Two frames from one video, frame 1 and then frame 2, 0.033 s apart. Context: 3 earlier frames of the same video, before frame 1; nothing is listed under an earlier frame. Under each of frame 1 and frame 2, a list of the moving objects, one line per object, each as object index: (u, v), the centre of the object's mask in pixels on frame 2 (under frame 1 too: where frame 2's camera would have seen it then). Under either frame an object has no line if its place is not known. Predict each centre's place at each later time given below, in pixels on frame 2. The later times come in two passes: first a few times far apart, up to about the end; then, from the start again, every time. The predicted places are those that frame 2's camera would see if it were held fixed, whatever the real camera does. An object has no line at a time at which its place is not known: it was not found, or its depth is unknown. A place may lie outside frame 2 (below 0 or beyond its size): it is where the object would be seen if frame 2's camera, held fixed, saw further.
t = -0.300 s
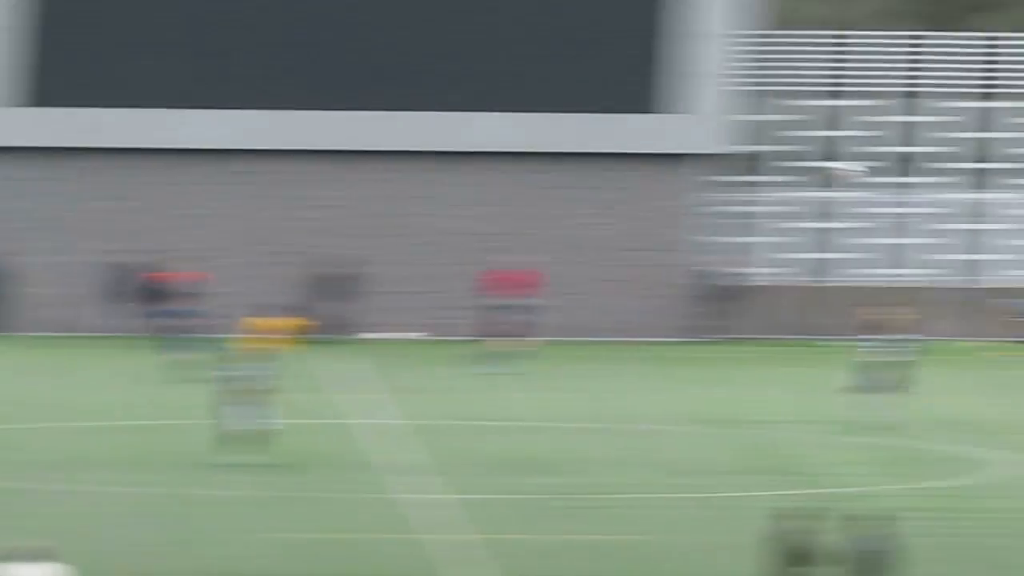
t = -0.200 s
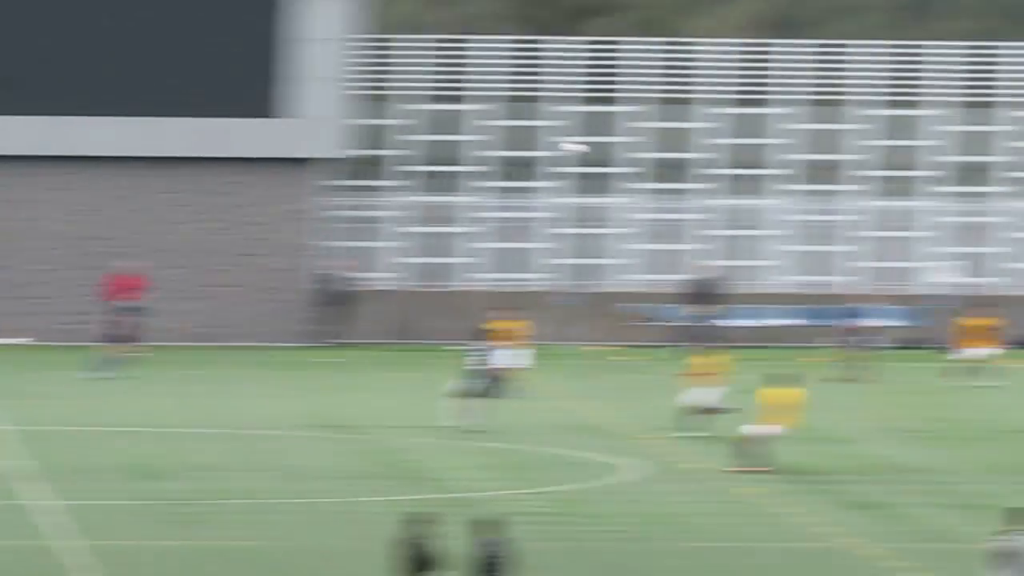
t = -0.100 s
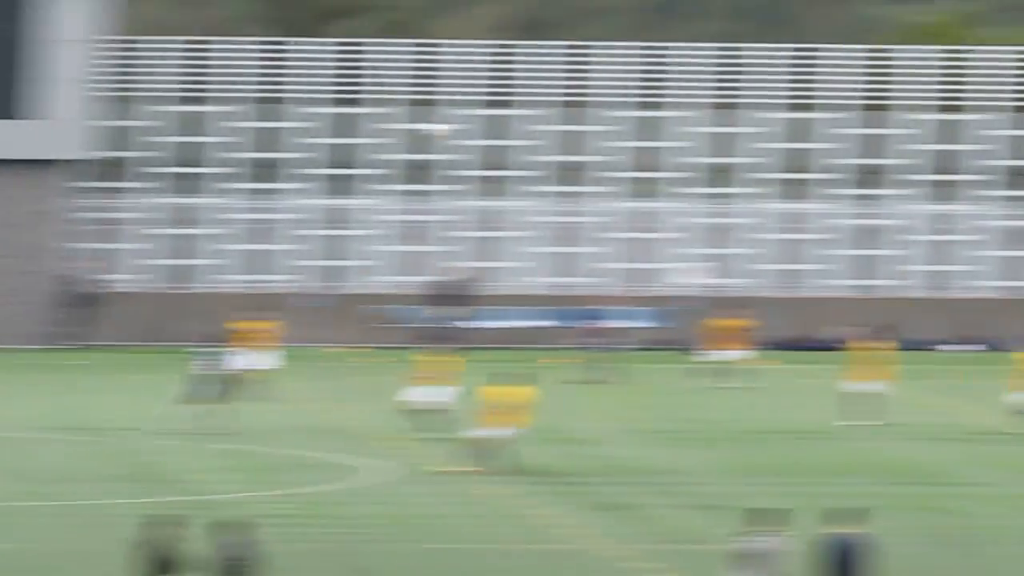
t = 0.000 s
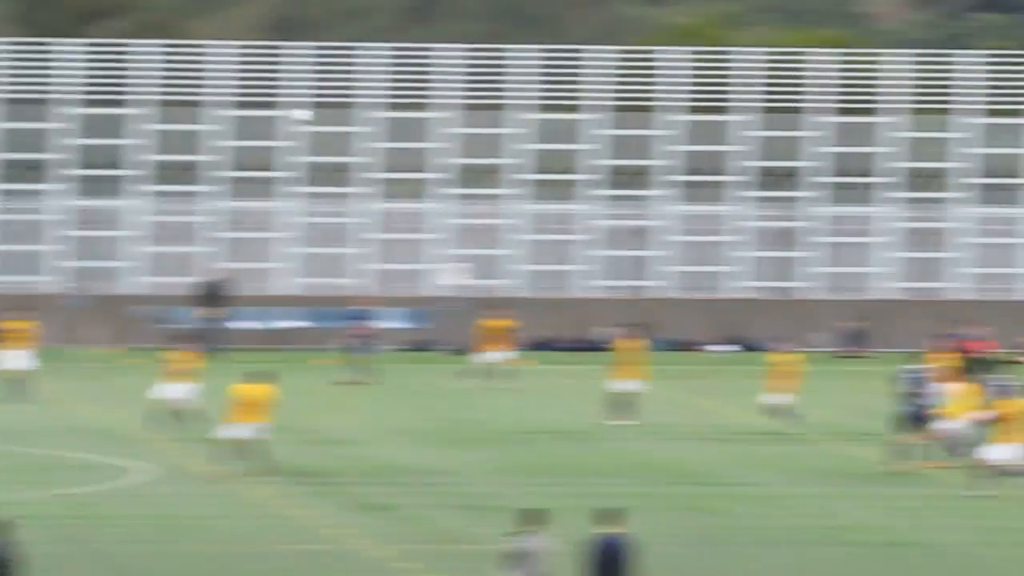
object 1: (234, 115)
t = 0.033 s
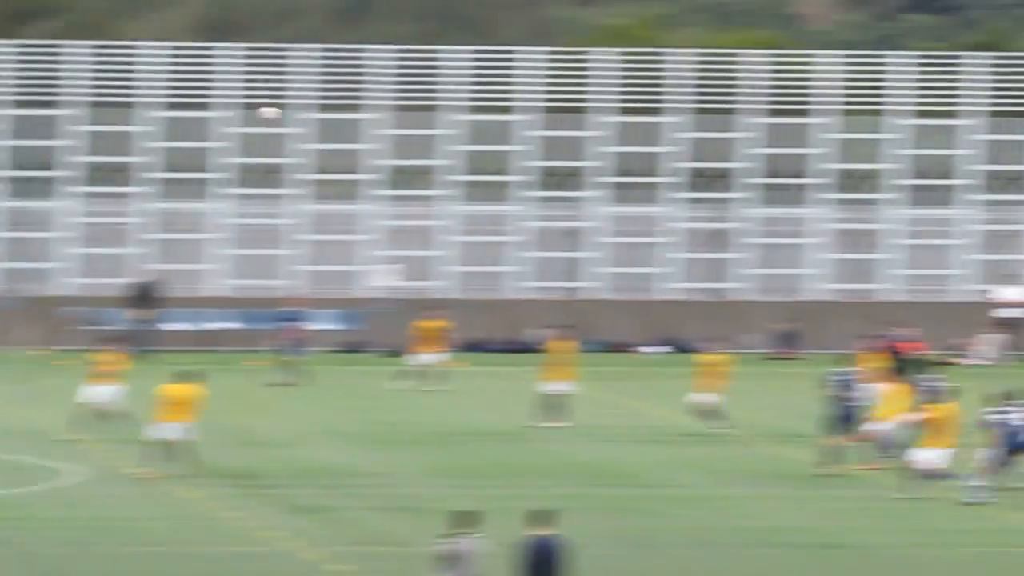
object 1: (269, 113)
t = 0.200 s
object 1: (438, 107)
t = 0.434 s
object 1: (663, 117)
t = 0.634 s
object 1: (852, 146)
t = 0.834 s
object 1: (1038, 202)
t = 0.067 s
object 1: (302, 110)
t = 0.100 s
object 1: (336, 109)
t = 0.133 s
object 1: (371, 108)
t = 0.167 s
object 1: (404, 107)
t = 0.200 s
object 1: (438, 107)
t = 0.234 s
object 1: (472, 106)
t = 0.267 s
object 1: (506, 107)
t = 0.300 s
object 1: (540, 107)
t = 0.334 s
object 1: (573, 109)
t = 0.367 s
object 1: (605, 111)
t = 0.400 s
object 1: (633, 114)
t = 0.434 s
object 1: (663, 117)
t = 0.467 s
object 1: (695, 120)
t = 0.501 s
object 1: (727, 125)
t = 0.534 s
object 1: (759, 128)
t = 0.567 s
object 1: (790, 134)
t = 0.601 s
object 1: (822, 139)
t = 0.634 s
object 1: (852, 146)
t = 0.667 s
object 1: (882, 154)
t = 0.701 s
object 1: (916, 162)
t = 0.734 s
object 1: (946, 171)
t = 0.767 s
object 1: (980, 181)
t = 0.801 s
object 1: (1008, 190)
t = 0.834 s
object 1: (1038, 202)
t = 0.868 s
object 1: (1070, 212)
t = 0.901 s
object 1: (1103, 225)
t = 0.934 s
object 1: (1135, 239)
